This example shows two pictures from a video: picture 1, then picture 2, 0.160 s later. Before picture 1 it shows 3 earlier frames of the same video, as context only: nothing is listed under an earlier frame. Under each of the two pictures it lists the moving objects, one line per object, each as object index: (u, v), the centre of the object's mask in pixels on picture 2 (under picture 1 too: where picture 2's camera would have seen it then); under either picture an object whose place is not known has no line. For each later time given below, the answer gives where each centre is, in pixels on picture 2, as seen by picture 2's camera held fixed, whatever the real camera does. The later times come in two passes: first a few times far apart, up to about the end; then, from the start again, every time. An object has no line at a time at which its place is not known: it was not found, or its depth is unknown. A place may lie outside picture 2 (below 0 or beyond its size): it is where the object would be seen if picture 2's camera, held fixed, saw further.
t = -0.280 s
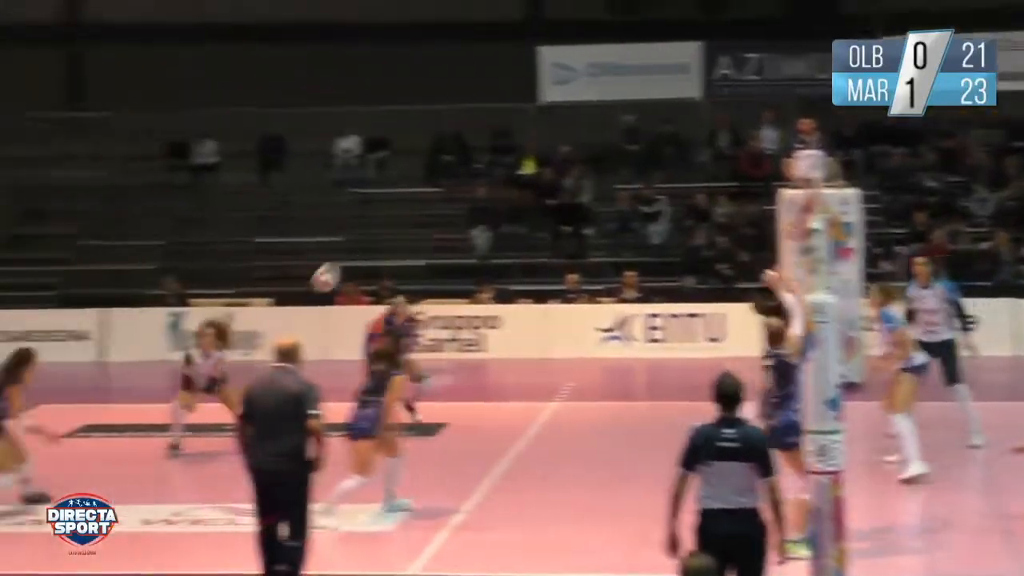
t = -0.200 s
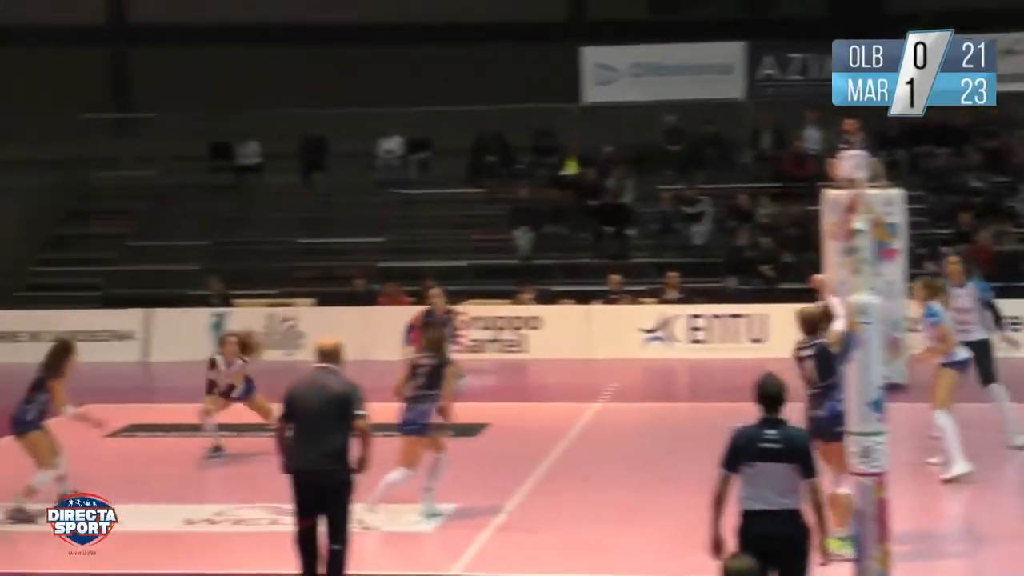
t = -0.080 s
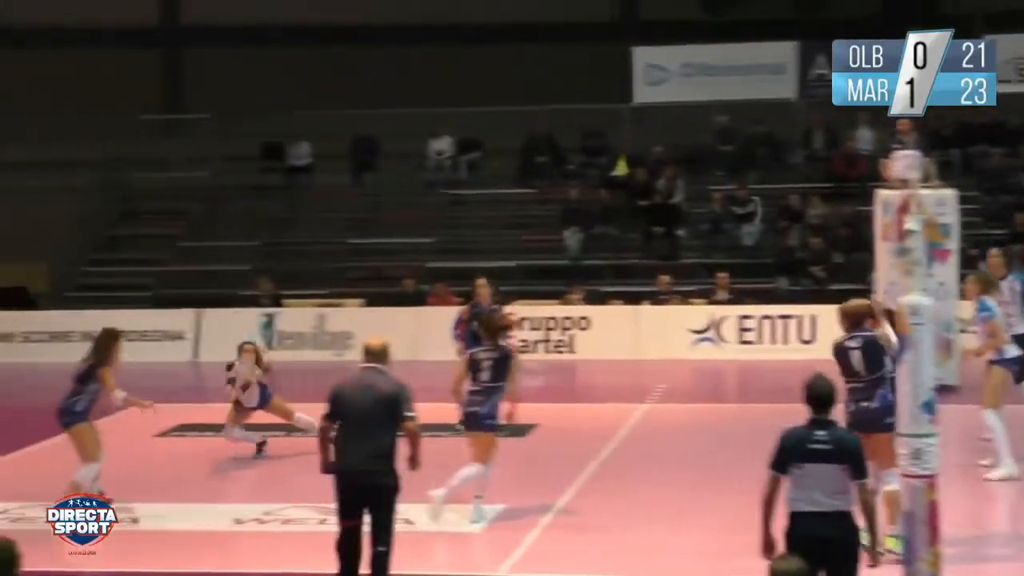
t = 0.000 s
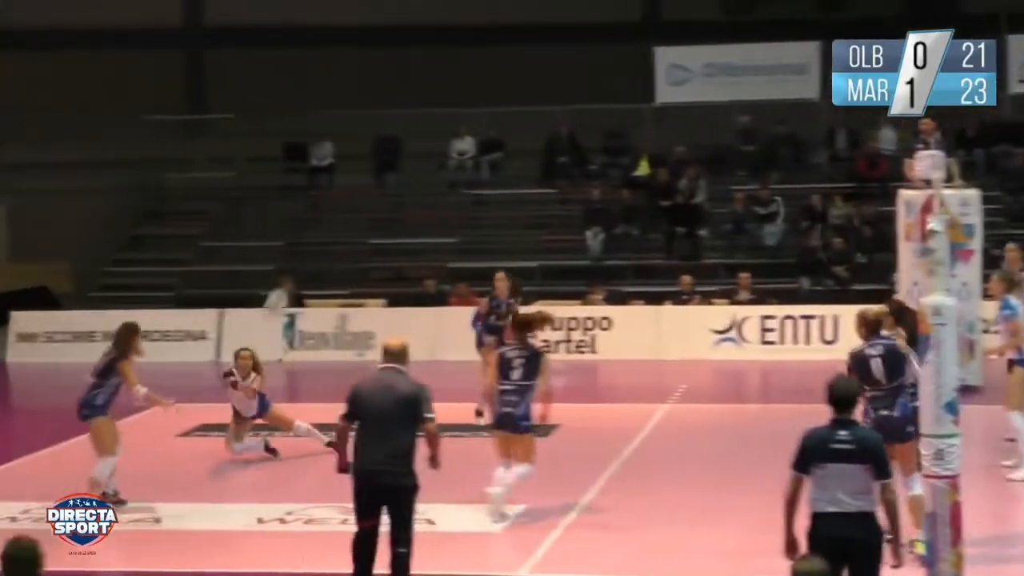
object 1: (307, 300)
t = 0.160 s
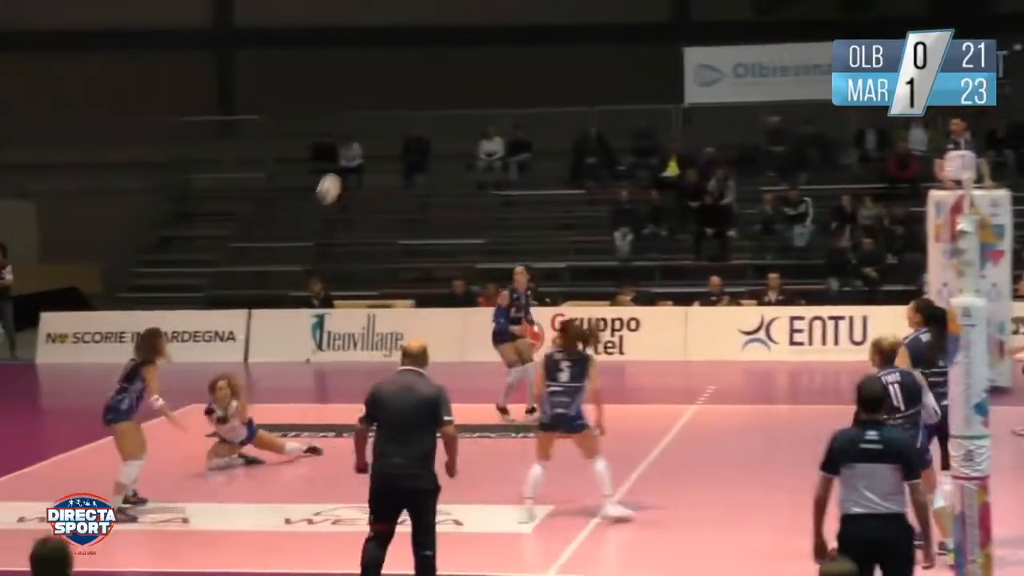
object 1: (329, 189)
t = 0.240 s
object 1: (341, 139)
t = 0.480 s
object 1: (379, 31)
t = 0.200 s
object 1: (334, 164)
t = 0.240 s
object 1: (341, 139)
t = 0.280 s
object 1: (347, 118)
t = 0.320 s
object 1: (352, 98)
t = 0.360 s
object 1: (359, 78)
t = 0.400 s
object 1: (365, 61)
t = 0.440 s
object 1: (372, 45)
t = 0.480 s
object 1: (379, 31)
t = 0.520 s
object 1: (384, 18)
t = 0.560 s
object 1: (391, 9)
